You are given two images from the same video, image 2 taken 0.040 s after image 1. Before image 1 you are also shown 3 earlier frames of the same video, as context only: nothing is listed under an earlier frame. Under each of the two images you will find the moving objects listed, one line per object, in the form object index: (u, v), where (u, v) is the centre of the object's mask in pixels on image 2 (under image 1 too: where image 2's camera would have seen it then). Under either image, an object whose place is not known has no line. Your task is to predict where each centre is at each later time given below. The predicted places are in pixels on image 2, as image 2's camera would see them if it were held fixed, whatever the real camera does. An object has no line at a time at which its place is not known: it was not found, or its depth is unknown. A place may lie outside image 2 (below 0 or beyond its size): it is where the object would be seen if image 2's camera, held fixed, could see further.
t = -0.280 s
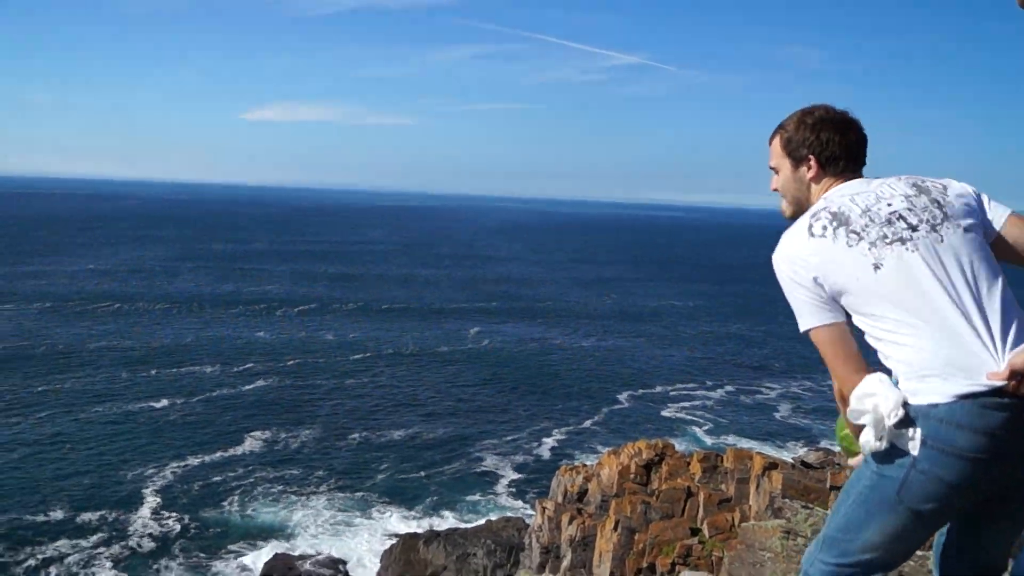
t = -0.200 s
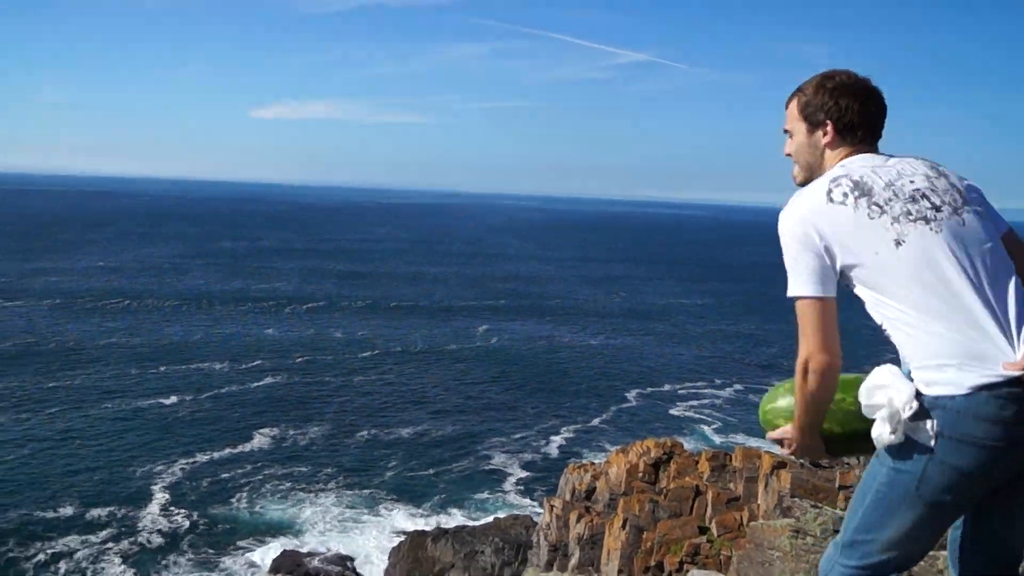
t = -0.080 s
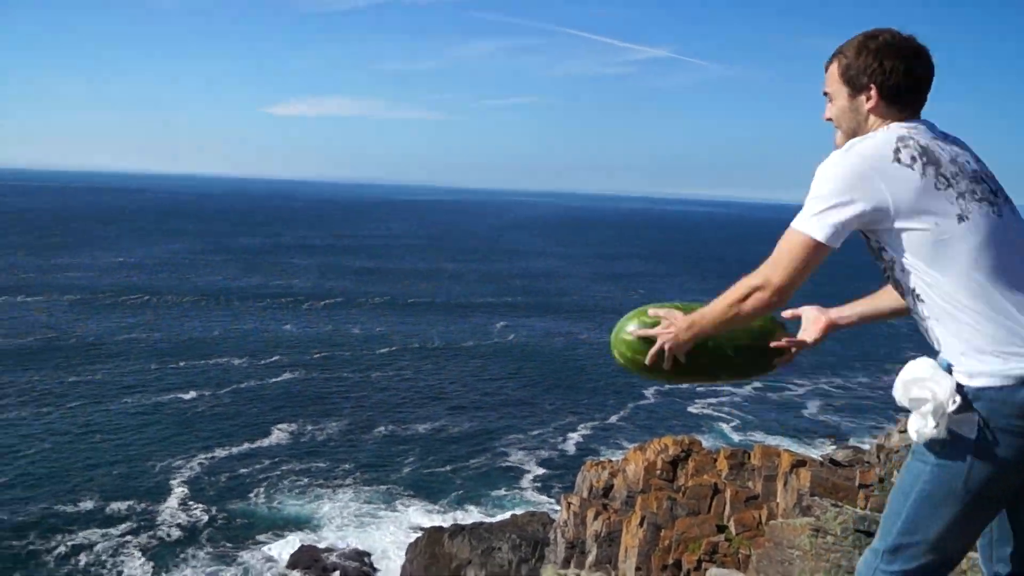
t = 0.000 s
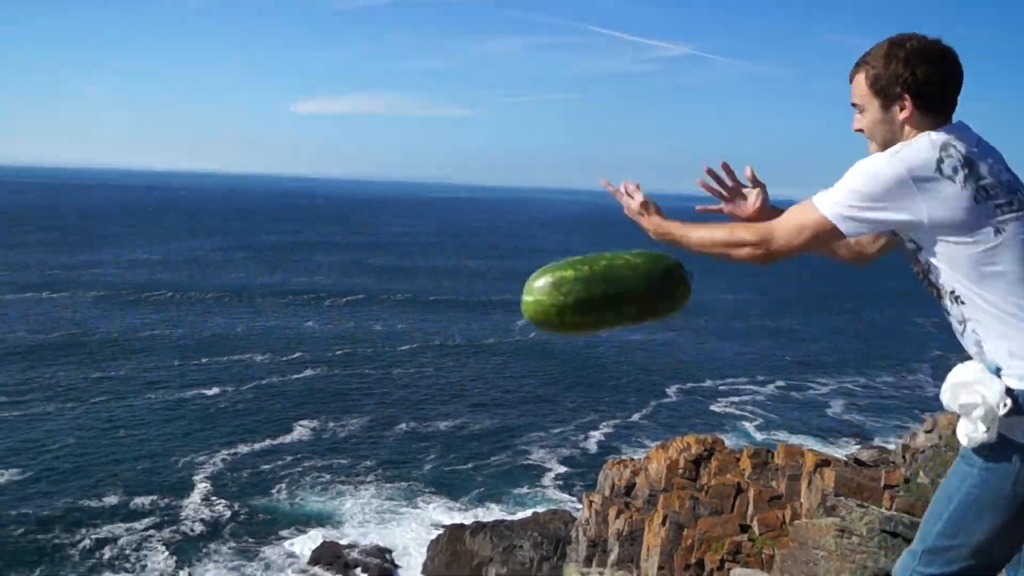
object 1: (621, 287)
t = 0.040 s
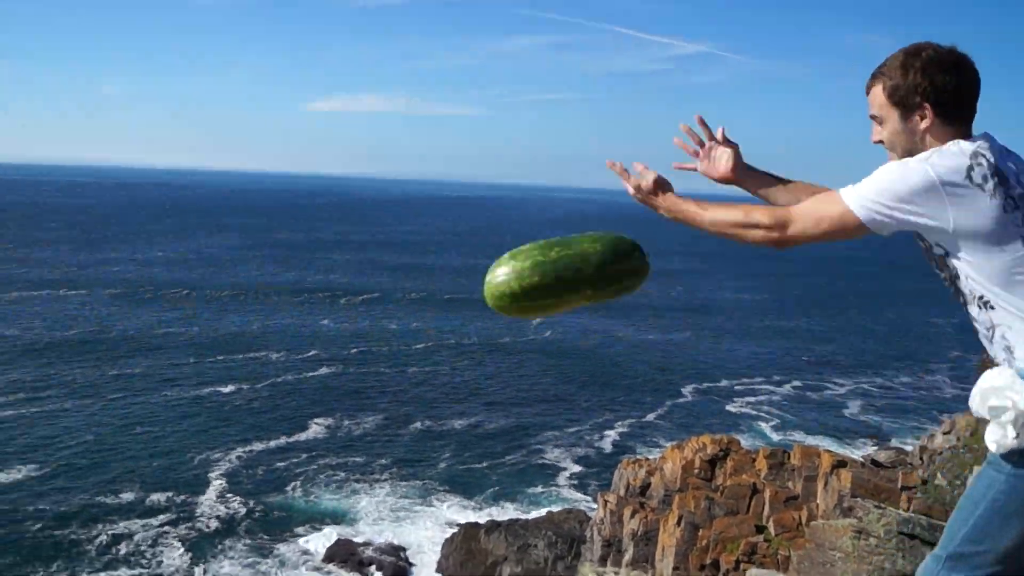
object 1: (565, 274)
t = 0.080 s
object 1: (512, 266)
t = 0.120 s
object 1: (464, 264)
